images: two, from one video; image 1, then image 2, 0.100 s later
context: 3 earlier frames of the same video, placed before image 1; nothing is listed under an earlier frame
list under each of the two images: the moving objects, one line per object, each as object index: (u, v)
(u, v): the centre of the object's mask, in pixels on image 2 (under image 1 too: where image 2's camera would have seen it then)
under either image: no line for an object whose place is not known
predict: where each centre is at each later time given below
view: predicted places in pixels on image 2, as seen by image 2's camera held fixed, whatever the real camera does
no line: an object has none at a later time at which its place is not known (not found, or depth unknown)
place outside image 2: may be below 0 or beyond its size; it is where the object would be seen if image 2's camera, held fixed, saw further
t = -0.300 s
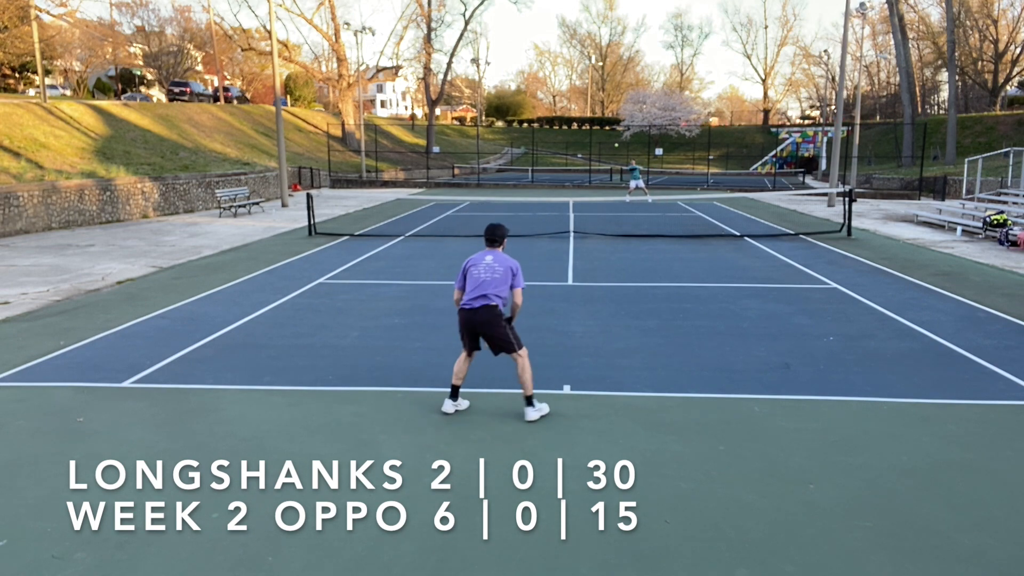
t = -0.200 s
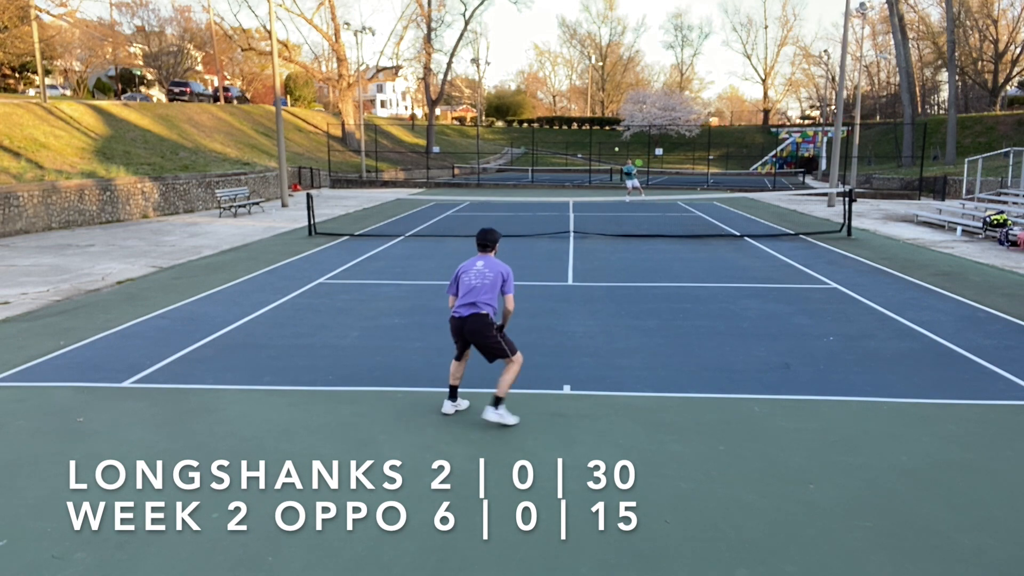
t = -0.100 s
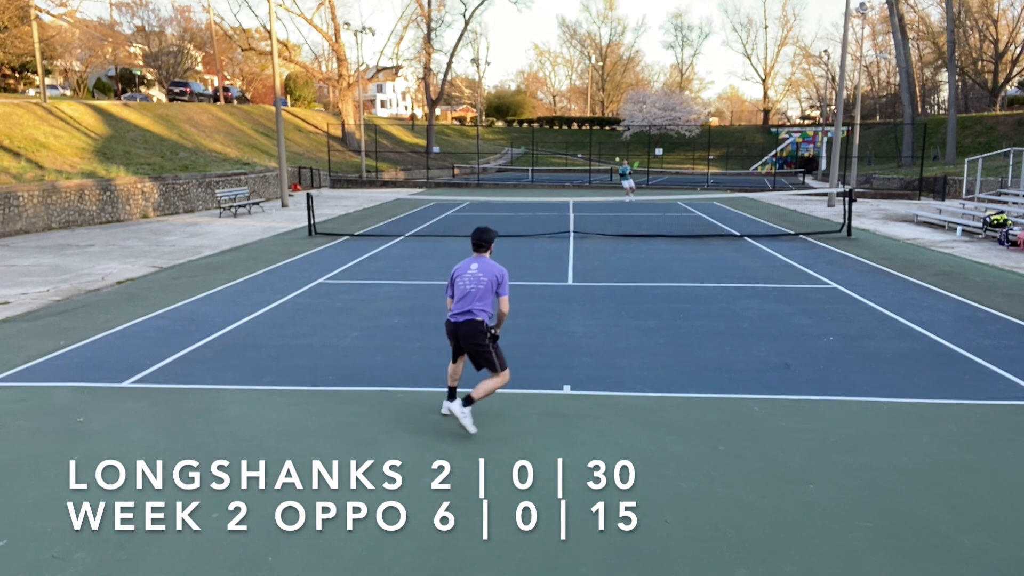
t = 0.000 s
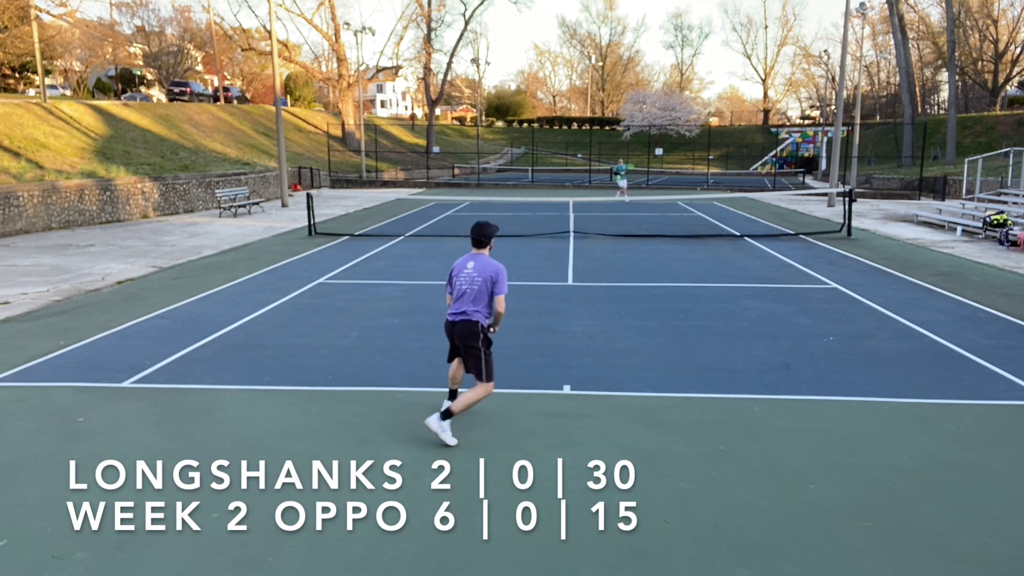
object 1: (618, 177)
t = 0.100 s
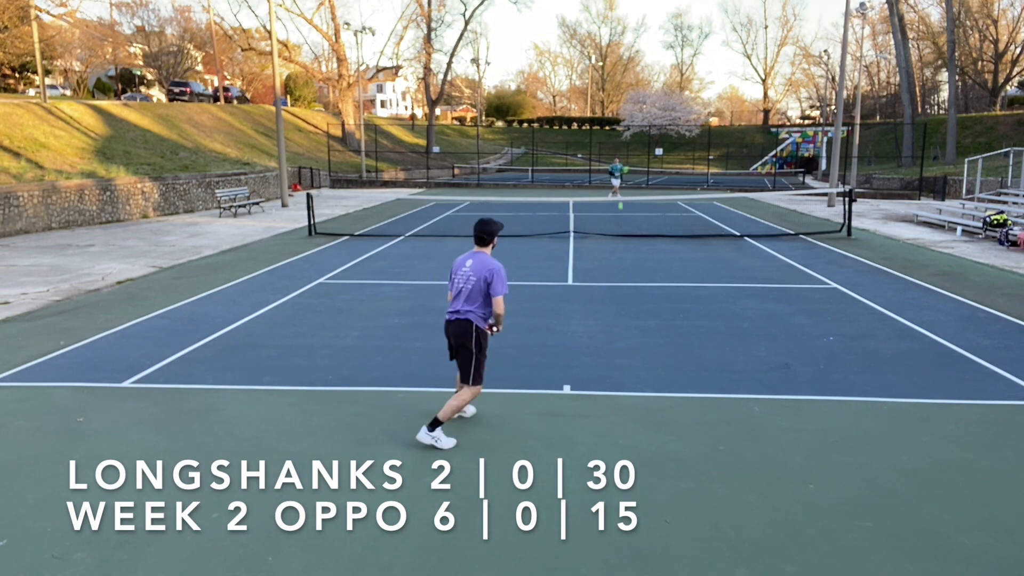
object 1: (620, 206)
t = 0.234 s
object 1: (624, 263)
